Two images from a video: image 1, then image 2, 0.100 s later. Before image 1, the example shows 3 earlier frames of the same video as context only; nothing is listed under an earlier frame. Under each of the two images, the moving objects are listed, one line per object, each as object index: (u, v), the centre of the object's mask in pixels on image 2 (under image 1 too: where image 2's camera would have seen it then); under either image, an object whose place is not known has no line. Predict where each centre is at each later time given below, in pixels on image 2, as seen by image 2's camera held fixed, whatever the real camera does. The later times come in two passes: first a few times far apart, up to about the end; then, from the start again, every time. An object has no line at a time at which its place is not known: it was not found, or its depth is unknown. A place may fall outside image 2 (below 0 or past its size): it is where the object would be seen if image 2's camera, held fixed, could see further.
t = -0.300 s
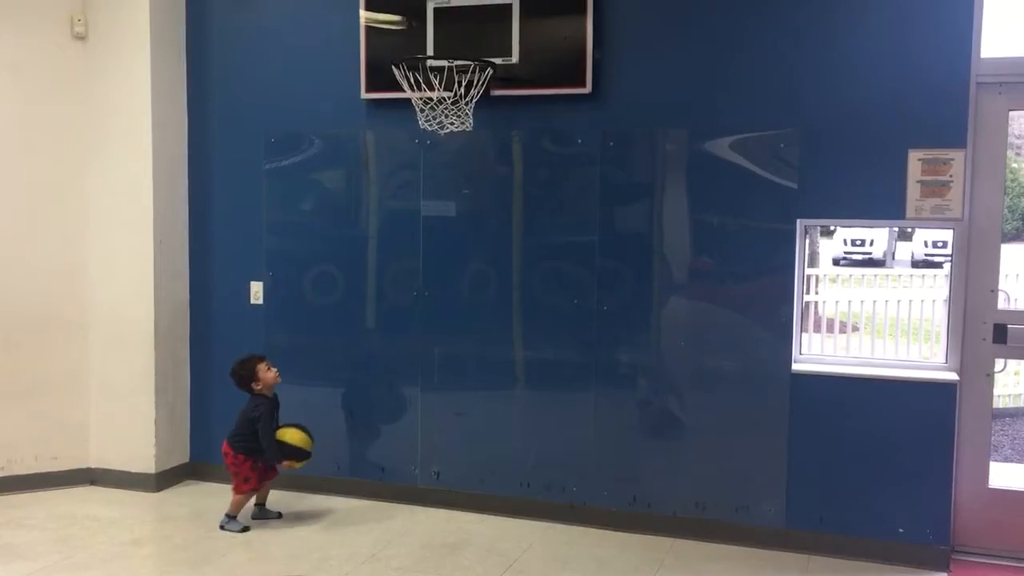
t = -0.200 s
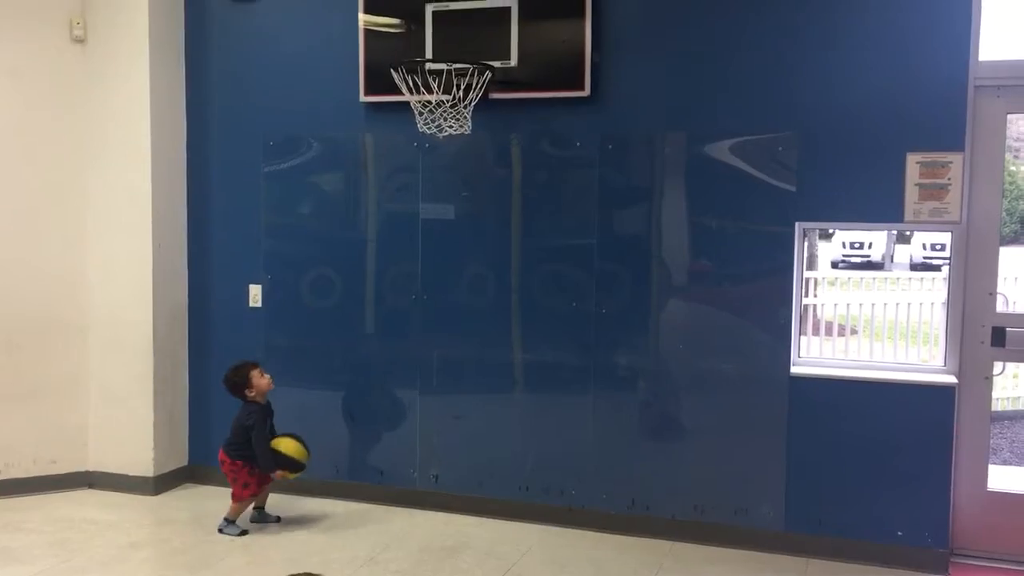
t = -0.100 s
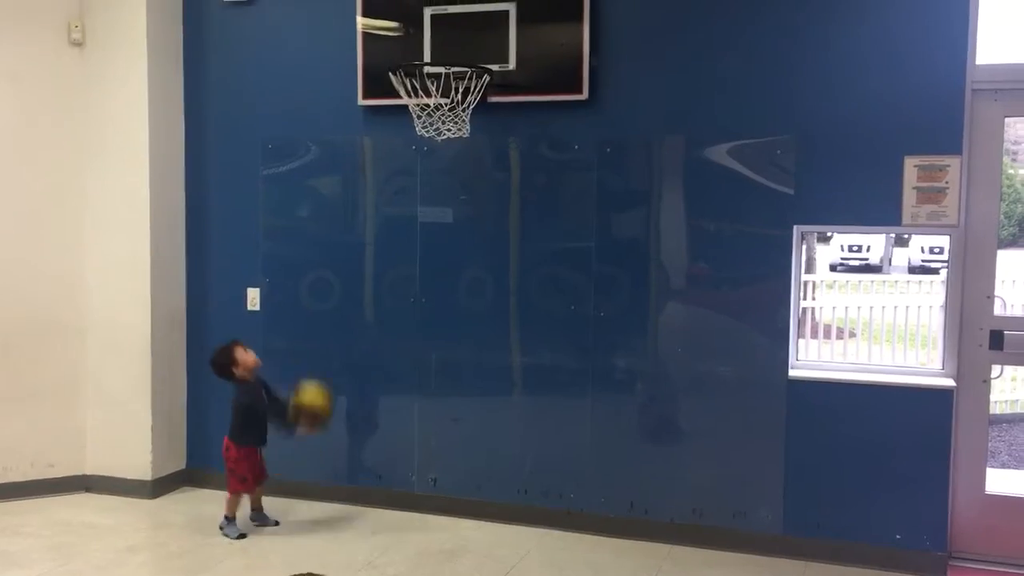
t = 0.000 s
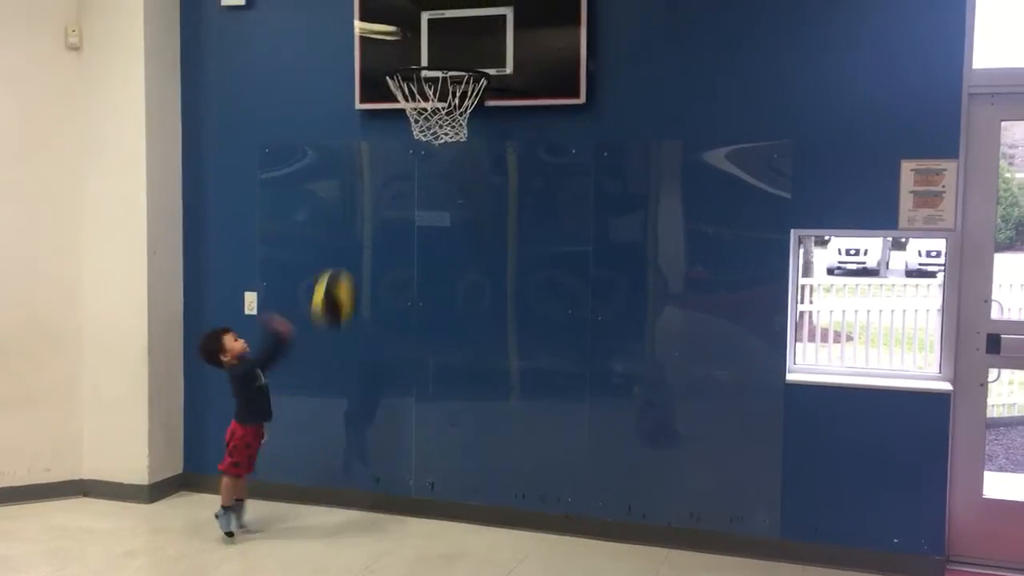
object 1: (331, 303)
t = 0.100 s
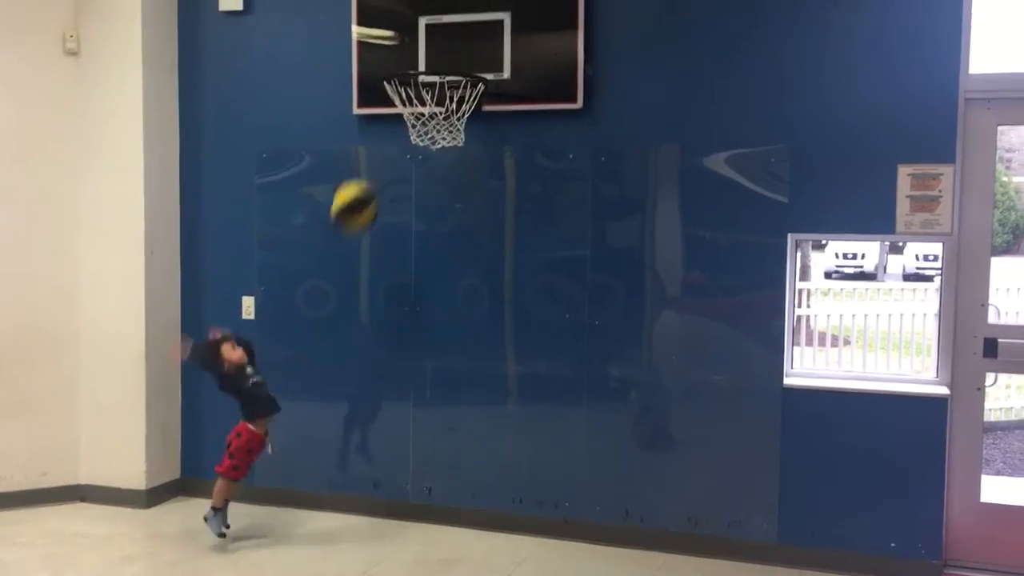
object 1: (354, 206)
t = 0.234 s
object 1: (383, 110)
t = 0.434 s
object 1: (379, 167)
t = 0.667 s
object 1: (370, 353)
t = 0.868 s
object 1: (364, 512)
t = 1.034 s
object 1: (370, 413)
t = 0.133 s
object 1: (361, 178)
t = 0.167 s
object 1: (369, 152)
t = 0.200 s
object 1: (376, 130)
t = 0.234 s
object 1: (383, 110)
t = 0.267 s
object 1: (387, 101)
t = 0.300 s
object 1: (385, 109)
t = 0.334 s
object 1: (384, 120)
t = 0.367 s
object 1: (382, 134)
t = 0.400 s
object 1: (381, 149)
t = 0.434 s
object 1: (379, 167)
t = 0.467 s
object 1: (378, 186)
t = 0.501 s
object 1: (377, 209)
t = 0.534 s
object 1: (376, 233)
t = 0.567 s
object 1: (374, 260)
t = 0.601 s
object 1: (373, 290)
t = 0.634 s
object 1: (371, 321)
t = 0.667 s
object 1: (370, 353)
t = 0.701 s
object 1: (368, 387)
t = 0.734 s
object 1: (367, 424)
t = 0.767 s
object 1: (365, 464)
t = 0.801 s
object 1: (364, 500)
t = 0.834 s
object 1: (365, 531)
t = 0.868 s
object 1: (364, 512)
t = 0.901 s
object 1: (365, 490)
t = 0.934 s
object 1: (366, 467)
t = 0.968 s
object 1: (368, 446)
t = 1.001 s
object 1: (368, 427)
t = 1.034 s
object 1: (370, 413)
